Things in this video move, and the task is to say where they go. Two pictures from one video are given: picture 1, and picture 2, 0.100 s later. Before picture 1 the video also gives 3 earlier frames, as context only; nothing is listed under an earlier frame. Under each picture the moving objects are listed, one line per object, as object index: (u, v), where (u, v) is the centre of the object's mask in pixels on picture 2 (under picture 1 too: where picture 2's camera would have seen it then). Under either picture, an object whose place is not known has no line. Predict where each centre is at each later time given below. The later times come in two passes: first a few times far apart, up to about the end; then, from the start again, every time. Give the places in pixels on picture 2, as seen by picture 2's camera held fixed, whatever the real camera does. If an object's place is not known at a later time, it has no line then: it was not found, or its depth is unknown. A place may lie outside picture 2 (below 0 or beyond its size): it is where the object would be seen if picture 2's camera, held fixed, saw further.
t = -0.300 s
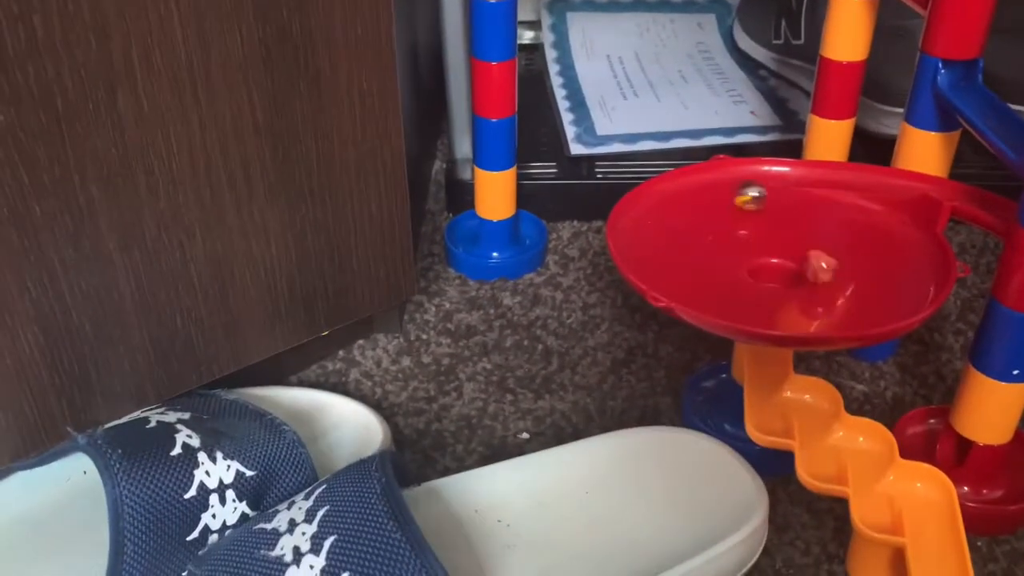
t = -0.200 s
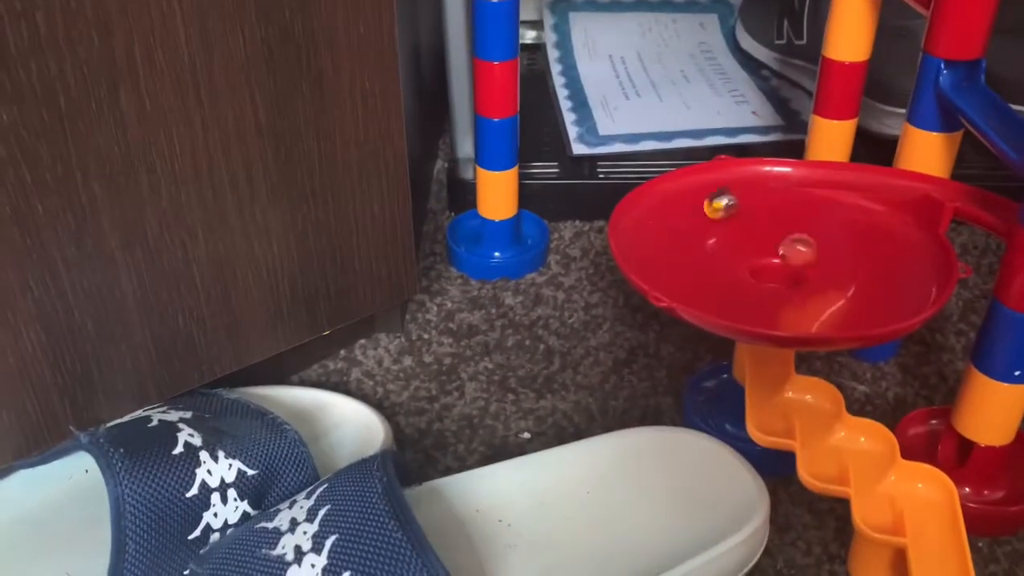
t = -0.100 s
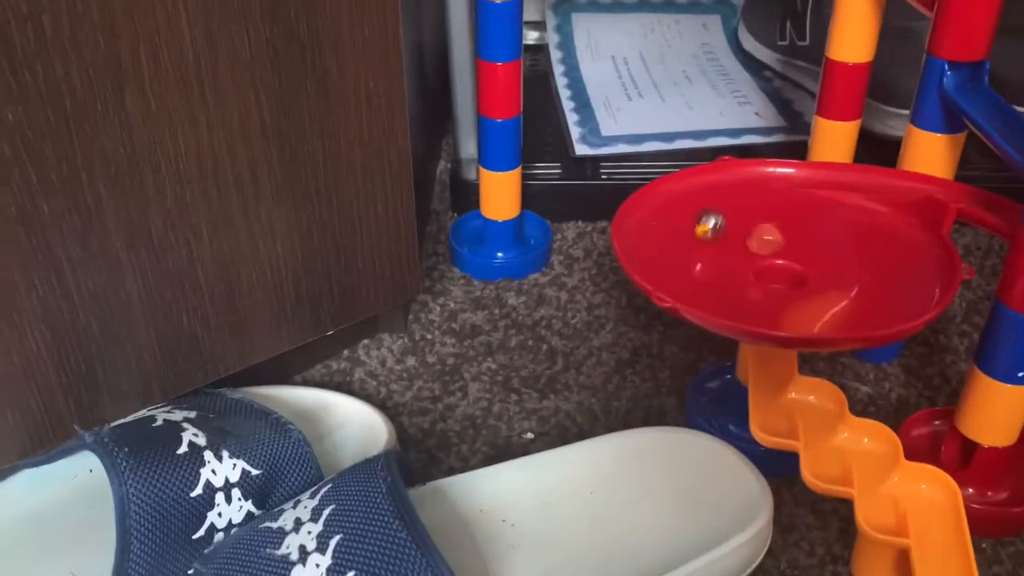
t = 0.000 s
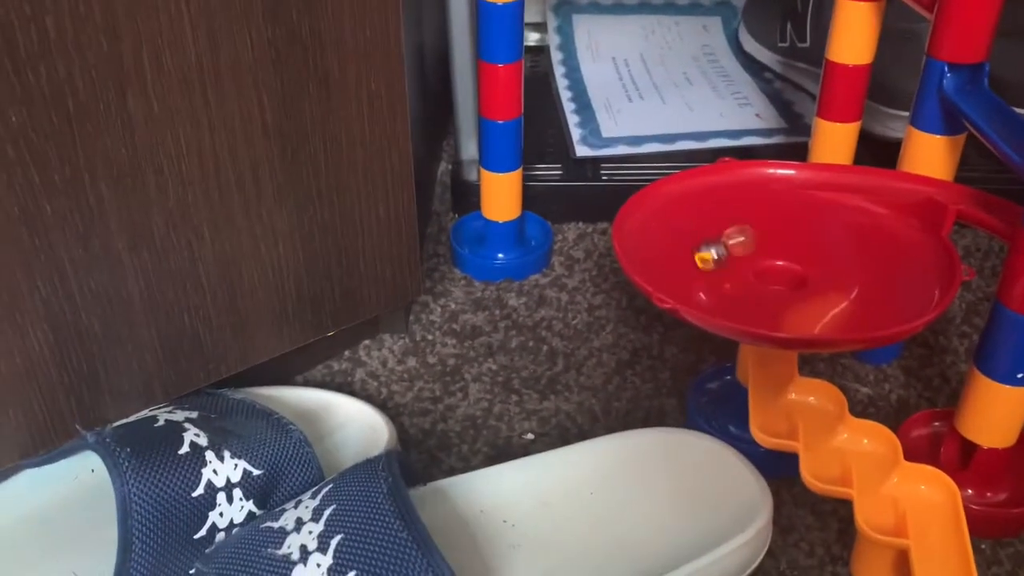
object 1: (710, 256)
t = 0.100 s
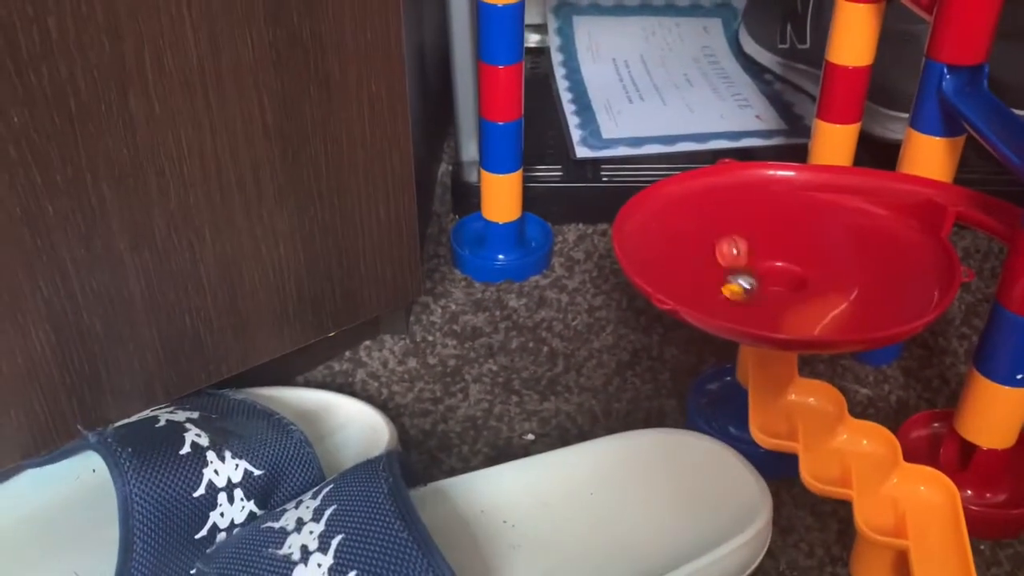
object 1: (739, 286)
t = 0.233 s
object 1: (801, 312)
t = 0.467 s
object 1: (883, 305)
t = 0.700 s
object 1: (847, 260)
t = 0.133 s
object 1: (753, 294)
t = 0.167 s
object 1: (768, 301)
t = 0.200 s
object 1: (784, 307)
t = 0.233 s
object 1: (801, 312)
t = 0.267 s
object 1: (817, 313)
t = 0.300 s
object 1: (832, 315)
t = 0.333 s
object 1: (846, 315)
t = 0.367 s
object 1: (859, 313)
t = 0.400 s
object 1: (869, 310)
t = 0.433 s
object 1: (878, 308)
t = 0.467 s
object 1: (883, 305)
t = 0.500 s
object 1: (886, 299)
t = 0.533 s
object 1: (888, 293)
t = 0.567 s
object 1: (885, 286)
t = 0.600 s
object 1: (879, 280)
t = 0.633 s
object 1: (870, 274)
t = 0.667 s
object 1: (860, 267)
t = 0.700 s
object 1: (847, 260)
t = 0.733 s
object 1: (832, 253)
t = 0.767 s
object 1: (816, 247)
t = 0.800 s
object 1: (797, 241)
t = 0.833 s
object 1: (778, 236)
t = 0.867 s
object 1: (761, 231)
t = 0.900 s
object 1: (744, 226)
